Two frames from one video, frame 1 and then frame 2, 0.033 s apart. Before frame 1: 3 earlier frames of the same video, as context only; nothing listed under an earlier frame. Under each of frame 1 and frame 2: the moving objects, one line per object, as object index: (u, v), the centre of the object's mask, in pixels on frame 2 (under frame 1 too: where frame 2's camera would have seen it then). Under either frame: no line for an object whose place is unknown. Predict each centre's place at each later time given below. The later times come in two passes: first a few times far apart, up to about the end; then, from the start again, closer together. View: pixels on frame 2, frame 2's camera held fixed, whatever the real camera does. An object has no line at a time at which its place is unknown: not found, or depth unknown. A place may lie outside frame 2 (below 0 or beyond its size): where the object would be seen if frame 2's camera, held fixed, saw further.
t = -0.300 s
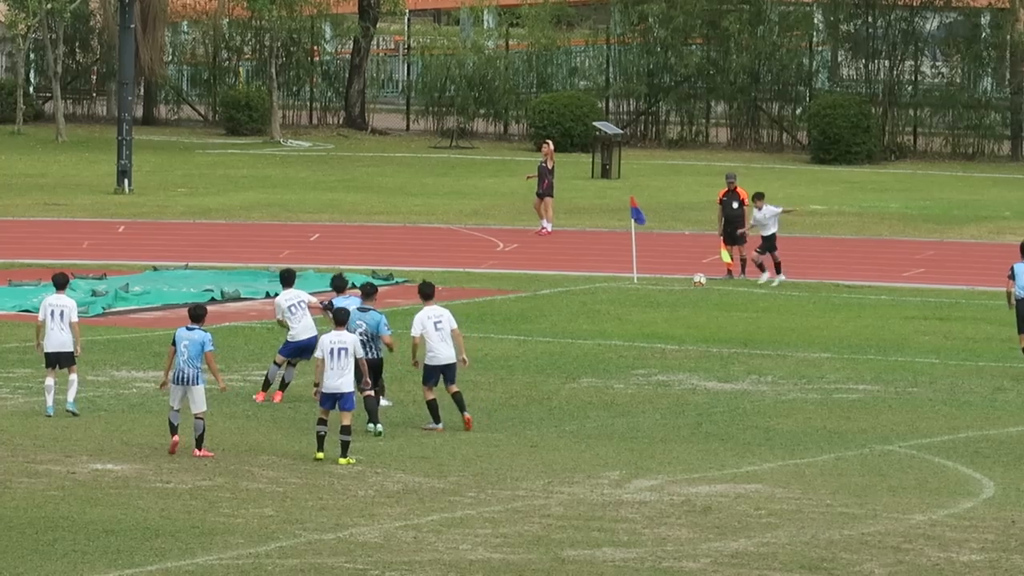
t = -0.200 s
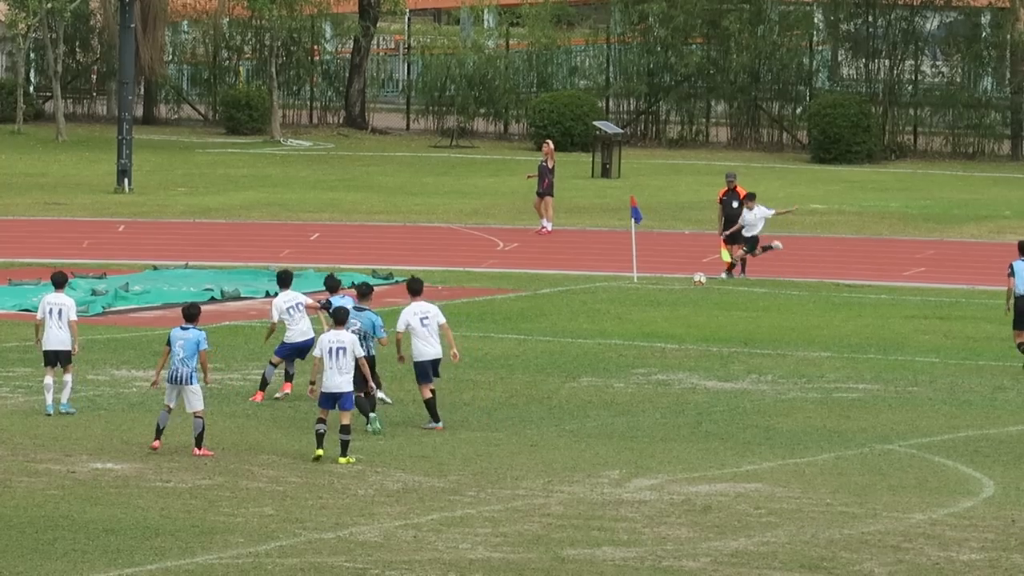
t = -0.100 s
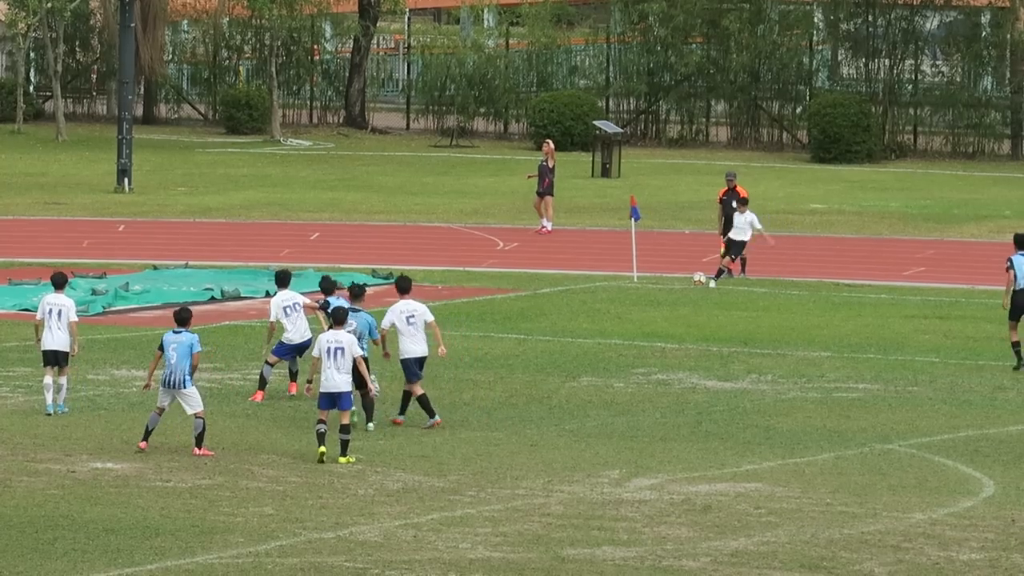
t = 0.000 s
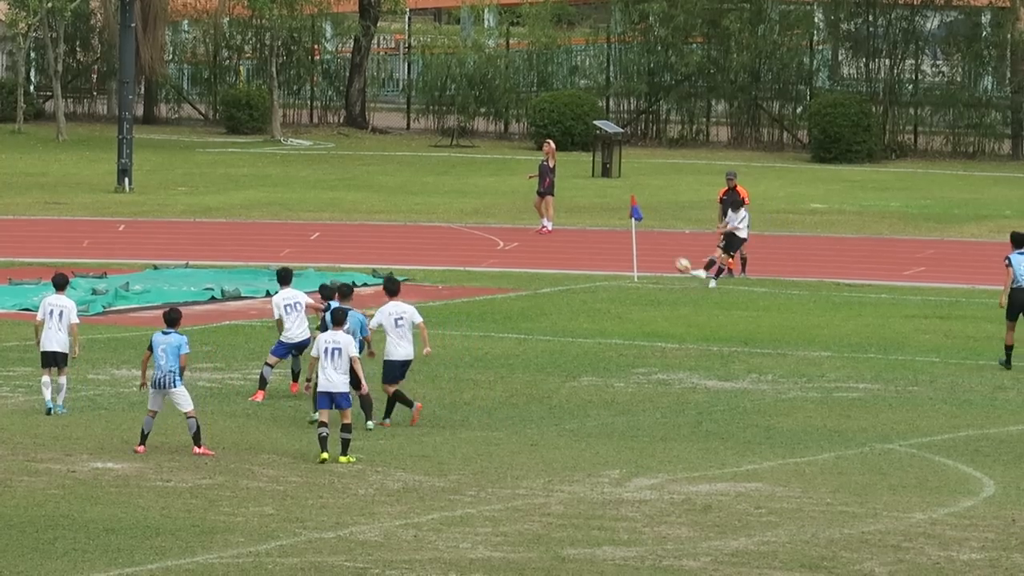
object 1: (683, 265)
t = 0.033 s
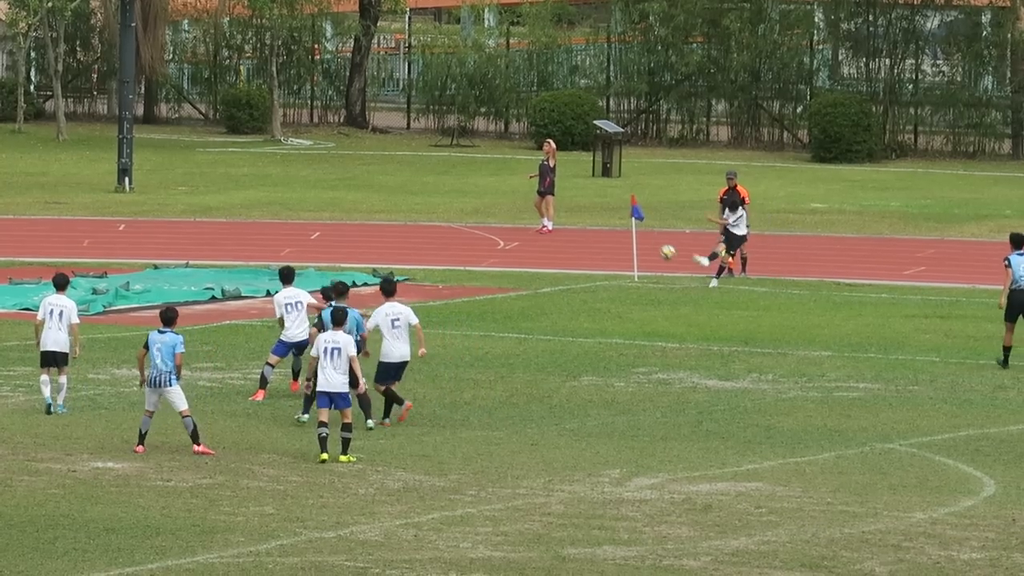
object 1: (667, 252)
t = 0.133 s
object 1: (624, 216)
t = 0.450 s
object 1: (504, 130)
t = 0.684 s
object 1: (430, 95)
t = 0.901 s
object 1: (372, 89)
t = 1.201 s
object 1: (300, 130)
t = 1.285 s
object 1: (281, 152)
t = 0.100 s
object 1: (639, 228)
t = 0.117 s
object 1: (631, 222)
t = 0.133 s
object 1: (624, 216)
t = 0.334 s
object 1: (545, 156)
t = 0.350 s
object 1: (539, 152)
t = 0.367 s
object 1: (533, 148)
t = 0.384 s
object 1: (527, 145)
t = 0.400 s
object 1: (521, 141)
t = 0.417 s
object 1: (515, 137)
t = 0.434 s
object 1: (510, 134)
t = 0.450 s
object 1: (504, 130)
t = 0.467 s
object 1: (498, 126)
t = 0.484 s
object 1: (493, 123)
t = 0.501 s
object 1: (487, 120)
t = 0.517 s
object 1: (481, 116)
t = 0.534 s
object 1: (476, 114)
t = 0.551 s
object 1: (471, 111)
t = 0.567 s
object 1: (465, 109)
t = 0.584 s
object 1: (460, 107)
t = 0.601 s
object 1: (455, 104)
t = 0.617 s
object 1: (450, 102)
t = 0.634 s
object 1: (445, 101)
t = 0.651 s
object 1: (440, 99)
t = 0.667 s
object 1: (435, 97)
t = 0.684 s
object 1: (430, 95)
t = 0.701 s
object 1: (425, 94)
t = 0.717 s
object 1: (421, 92)
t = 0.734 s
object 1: (416, 92)
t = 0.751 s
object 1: (411, 91)
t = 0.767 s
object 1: (407, 90)
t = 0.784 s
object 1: (402, 89)
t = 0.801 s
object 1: (398, 89)
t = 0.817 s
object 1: (394, 89)
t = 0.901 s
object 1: (372, 89)
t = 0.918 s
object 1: (368, 91)
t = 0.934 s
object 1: (364, 92)
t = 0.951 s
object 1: (359, 92)
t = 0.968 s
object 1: (355, 94)
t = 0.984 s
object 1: (350, 95)
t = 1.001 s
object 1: (346, 97)
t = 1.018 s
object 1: (342, 98)
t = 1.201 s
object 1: (300, 130)
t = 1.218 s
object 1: (297, 134)
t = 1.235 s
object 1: (293, 137)
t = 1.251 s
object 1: (289, 142)
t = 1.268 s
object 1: (285, 147)
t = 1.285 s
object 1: (281, 152)
